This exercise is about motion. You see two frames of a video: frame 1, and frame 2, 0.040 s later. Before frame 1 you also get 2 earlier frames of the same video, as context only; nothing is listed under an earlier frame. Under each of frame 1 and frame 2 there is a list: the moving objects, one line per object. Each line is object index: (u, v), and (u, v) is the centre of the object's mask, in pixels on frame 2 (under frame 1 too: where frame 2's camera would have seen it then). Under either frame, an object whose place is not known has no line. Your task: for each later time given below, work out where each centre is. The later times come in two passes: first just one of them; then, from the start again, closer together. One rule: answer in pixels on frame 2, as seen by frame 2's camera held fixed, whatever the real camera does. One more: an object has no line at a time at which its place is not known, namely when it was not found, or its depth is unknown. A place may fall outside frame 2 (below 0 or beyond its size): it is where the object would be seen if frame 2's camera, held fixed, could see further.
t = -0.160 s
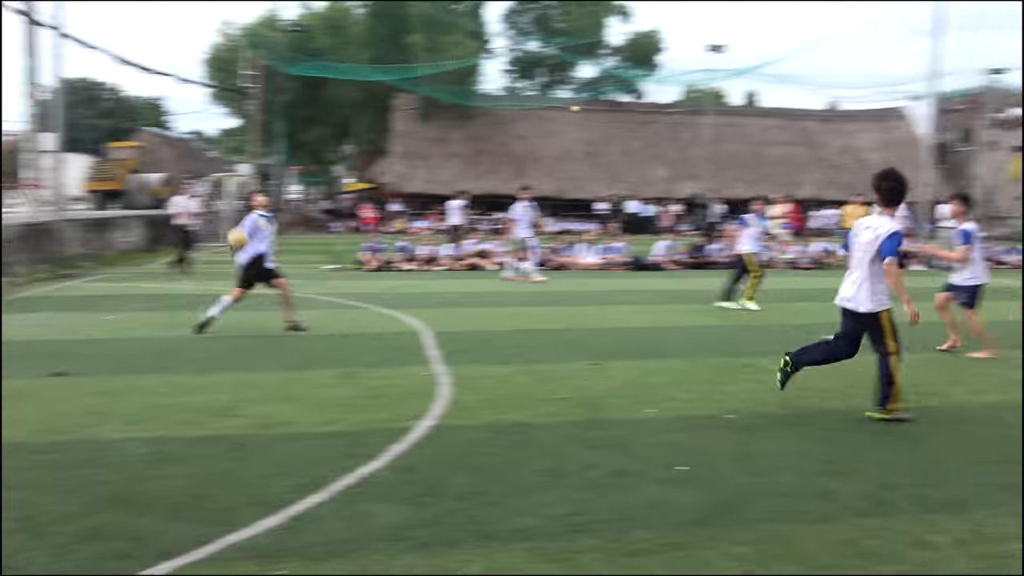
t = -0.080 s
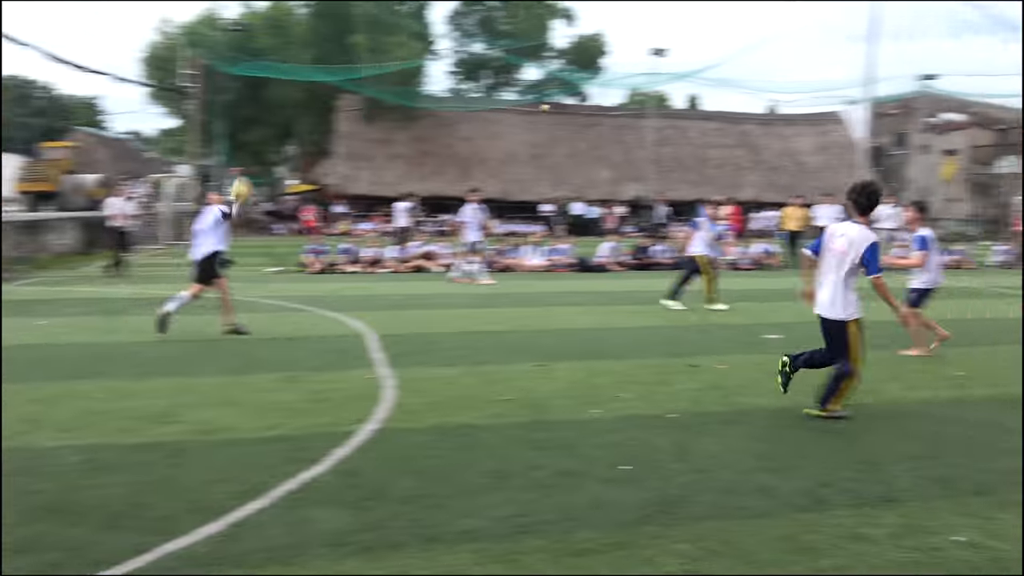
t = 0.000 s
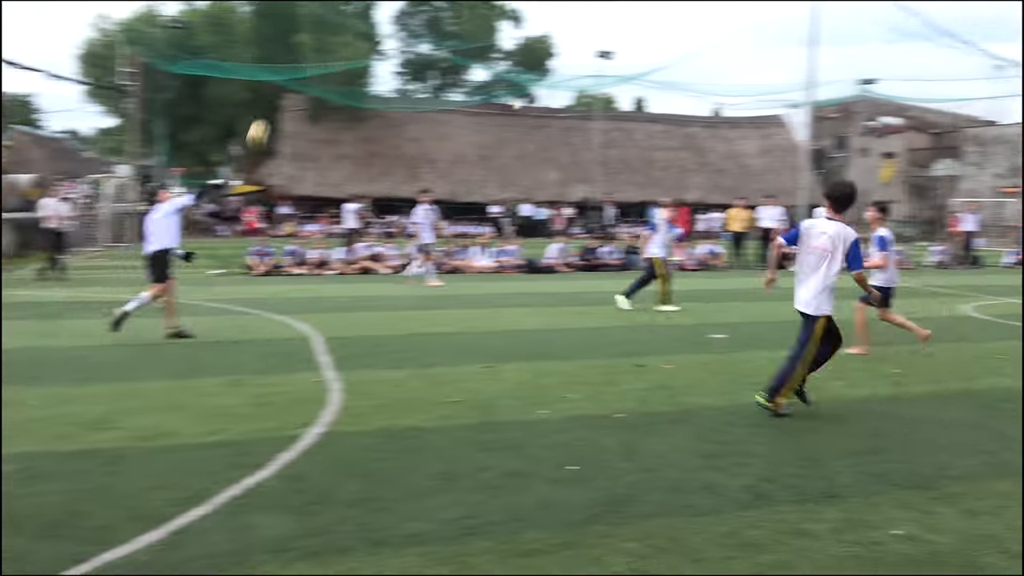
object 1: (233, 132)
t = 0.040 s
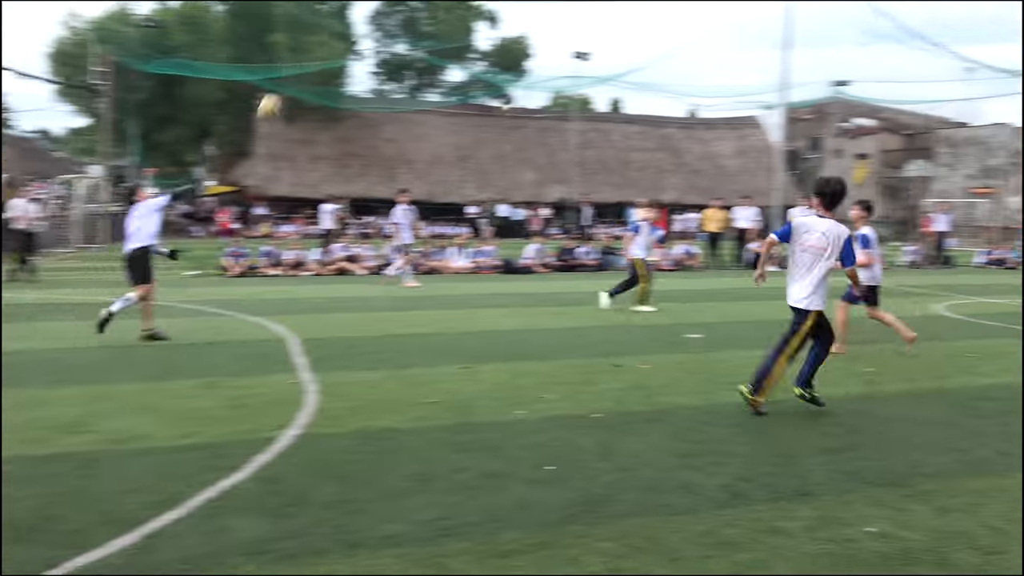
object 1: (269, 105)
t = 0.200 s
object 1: (406, 17)
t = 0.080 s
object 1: (306, 81)
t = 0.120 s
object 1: (340, 57)
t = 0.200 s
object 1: (406, 17)
